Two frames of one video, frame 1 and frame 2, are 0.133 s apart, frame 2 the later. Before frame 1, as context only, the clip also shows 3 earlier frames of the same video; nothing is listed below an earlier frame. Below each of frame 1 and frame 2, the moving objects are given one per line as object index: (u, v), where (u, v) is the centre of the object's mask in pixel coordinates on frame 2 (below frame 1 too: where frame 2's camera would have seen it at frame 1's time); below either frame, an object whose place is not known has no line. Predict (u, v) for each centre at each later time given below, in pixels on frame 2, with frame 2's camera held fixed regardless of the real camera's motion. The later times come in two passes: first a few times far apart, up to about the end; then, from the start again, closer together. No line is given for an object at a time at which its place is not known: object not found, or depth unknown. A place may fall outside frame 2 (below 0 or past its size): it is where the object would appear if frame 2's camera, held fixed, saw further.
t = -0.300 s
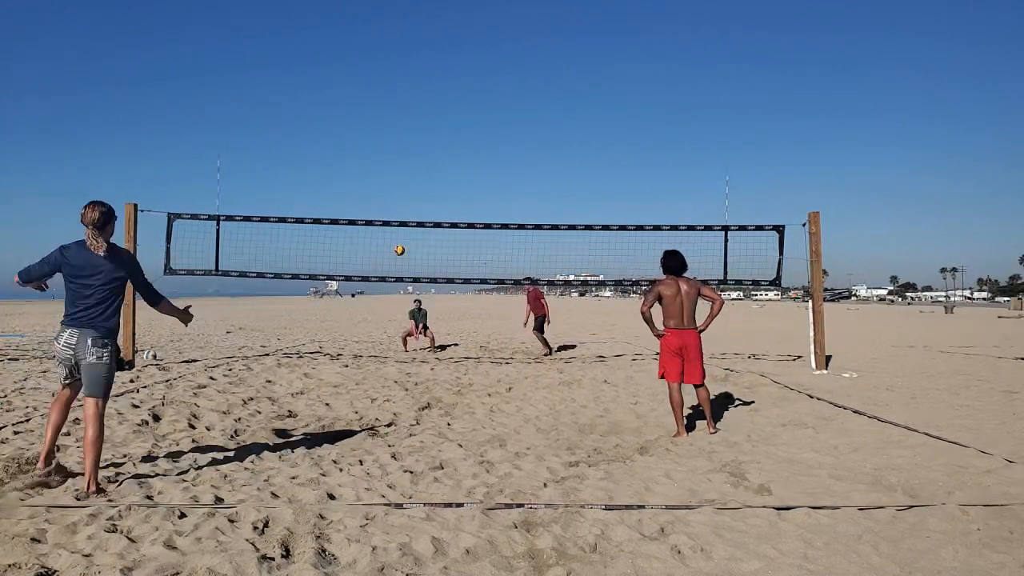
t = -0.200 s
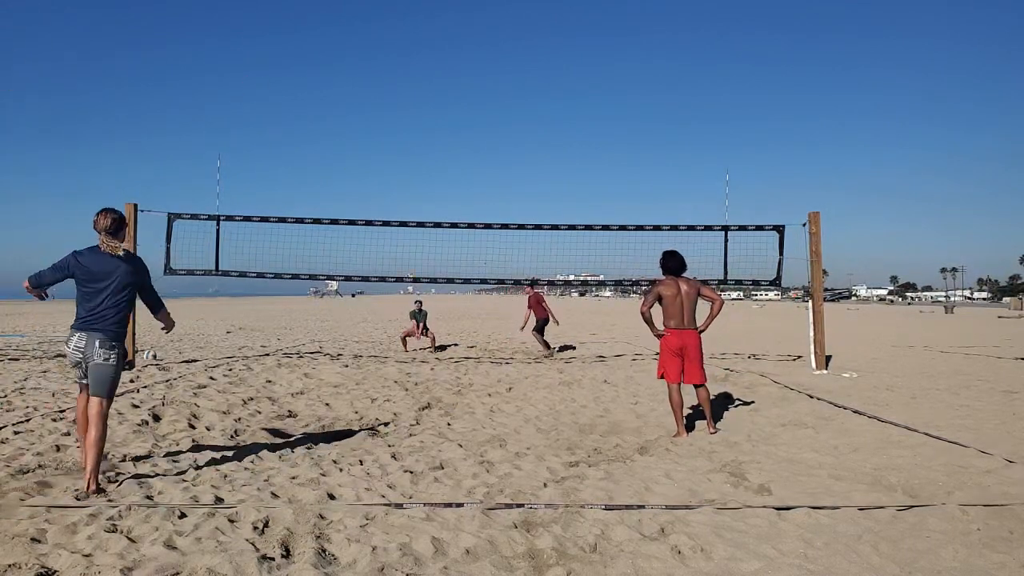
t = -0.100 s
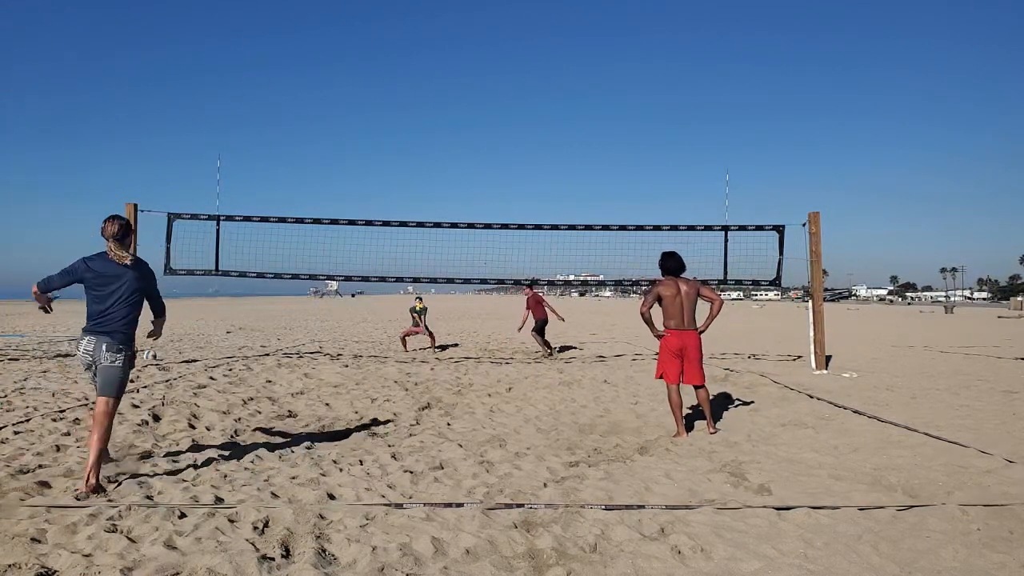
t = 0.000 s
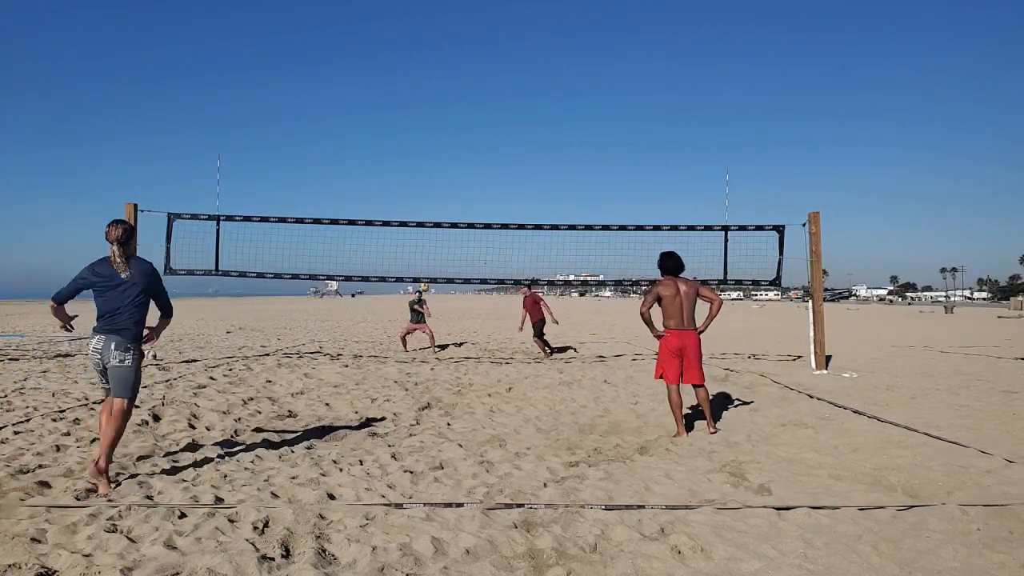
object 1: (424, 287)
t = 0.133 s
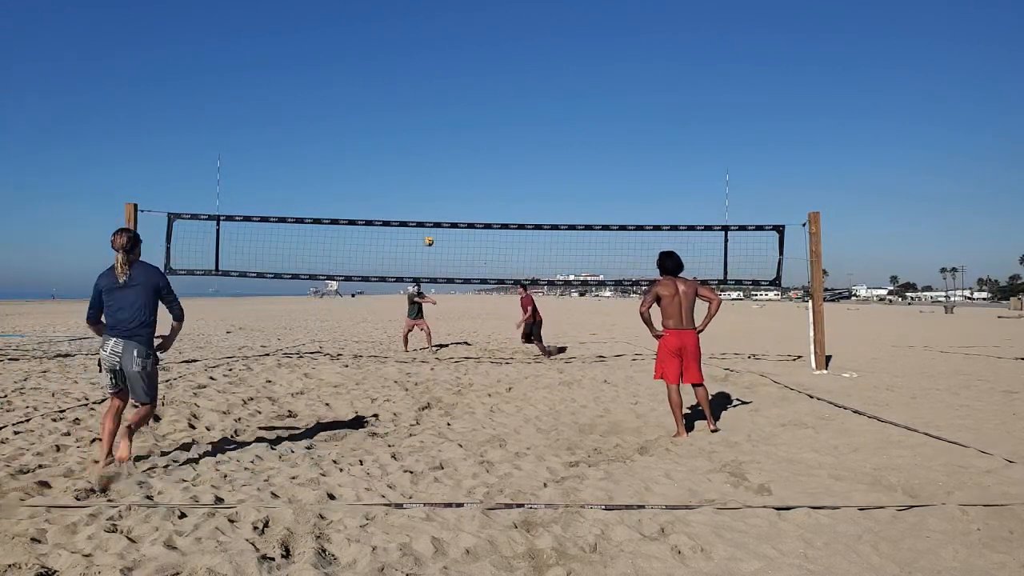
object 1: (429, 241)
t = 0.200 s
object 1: (431, 220)
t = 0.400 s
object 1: (439, 172)
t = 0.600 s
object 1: (448, 140)
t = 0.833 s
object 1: (460, 125)
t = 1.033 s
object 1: (471, 132)
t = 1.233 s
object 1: (482, 158)
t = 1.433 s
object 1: (494, 203)
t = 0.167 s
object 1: (430, 232)
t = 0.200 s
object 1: (431, 220)
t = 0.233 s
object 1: (432, 212)
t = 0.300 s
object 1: (435, 194)
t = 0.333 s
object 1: (436, 186)
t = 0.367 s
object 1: (437, 179)
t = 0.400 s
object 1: (439, 172)
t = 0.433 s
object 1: (440, 165)
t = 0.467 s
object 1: (442, 159)
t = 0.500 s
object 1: (443, 154)
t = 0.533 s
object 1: (445, 149)
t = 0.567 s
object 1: (446, 144)
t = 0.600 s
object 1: (448, 140)
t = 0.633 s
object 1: (450, 136)
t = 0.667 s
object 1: (452, 133)
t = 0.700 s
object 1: (453, 131)
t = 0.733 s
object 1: (455, 128)
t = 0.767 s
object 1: (456, 127)
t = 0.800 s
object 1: (458, 125)
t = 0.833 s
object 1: (460, 125)
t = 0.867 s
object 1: (462, 125)
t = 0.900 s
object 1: (463, 125)
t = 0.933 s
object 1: (465, 126)
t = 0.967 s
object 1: (467, 127)
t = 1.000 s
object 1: (469, 130)
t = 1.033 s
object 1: (471, 132)
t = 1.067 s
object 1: (472, 135)
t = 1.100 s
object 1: (474, 139)
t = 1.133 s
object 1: (476, 143)
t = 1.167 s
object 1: (478, 147)
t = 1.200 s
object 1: (480, 152)
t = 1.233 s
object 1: (482, 158)
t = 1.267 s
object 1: (484, 164)
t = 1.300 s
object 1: (485, 171)
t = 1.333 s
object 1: (488, 178)
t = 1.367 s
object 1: (490, 186)
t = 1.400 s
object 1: (491, 194)
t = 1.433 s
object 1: (494, 203)
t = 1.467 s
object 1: (496, 212)
